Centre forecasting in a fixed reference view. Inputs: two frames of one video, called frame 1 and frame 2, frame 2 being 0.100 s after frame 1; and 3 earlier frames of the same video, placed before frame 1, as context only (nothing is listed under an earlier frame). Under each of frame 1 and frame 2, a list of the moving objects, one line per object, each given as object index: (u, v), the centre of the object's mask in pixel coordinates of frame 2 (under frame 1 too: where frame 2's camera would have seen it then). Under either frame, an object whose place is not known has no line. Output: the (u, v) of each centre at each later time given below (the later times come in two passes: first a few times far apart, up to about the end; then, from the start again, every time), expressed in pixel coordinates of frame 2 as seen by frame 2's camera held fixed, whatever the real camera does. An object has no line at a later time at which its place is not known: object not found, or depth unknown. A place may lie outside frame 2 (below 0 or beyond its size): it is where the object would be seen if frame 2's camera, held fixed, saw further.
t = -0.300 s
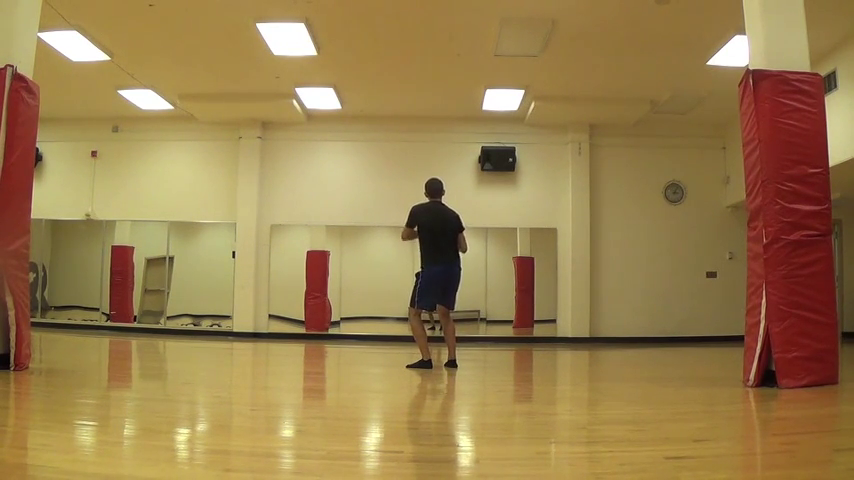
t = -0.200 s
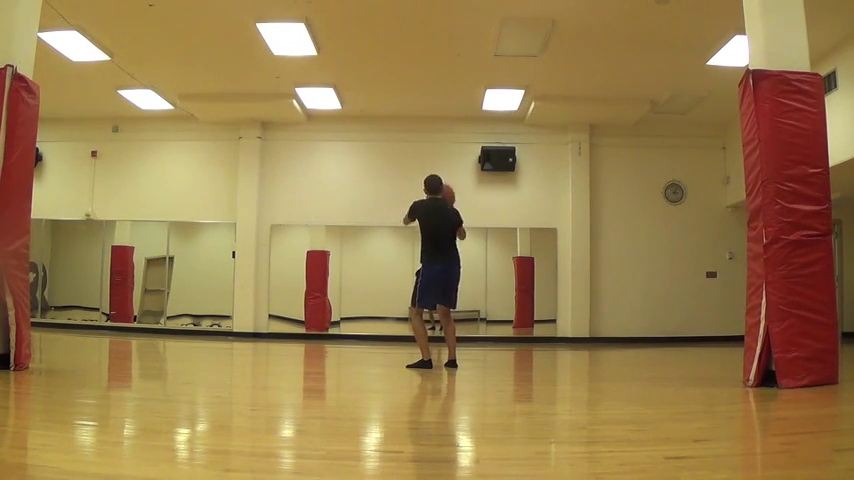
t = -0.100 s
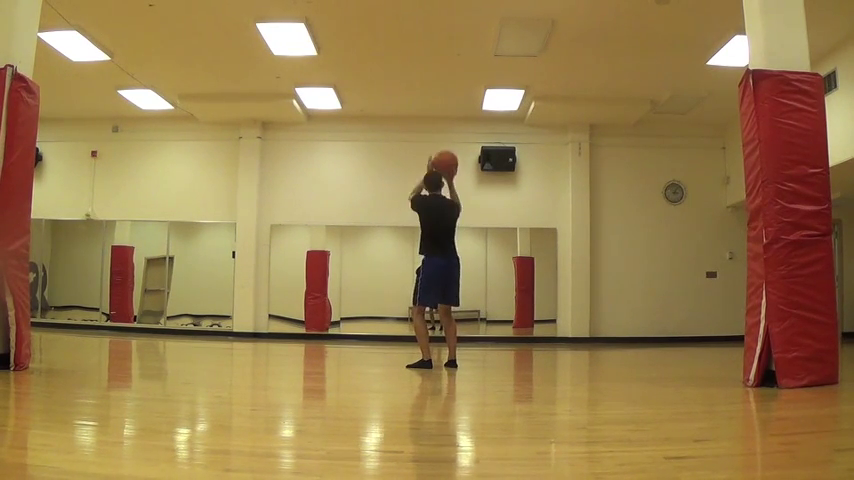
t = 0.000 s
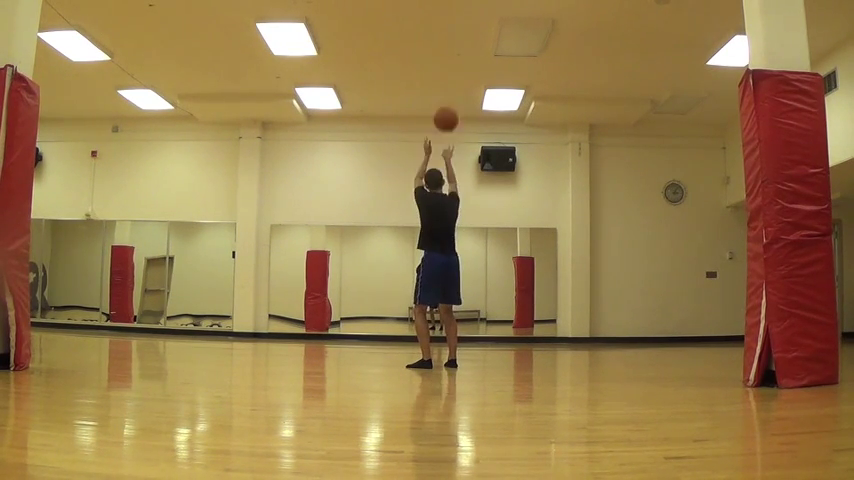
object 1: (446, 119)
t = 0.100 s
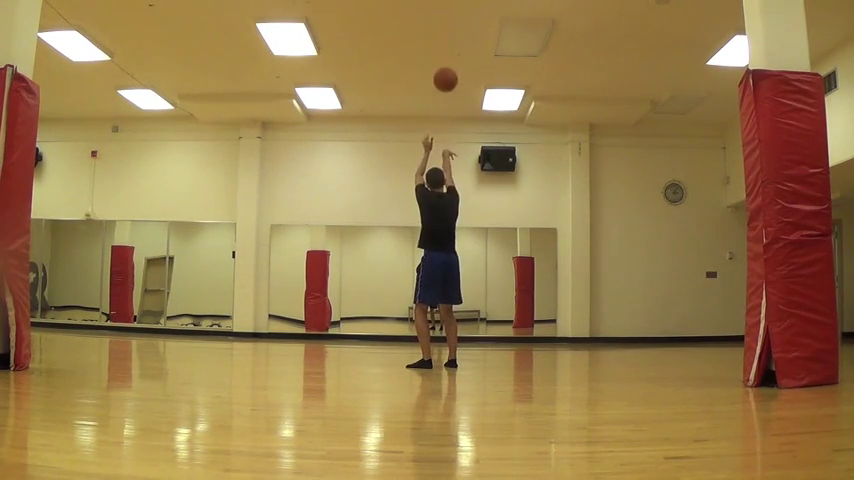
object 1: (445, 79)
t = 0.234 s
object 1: (444, 43)
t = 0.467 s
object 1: (443, 22)
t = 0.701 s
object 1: (440, 48)
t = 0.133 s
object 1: (445, 68)
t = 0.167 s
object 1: (445, 59)
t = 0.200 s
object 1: (445, 50)
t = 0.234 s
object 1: (444, 43)
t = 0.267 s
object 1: (444, 37)
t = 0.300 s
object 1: (444, 32)
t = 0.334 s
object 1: (444, 28)
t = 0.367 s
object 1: (443, 25)
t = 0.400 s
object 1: (443, 23)
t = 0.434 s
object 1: (443, 22)
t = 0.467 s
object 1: (443, 22)
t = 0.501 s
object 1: (442, 23)
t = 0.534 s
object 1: (442, 25)
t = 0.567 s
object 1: (442, 27)
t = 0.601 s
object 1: (441, 31)
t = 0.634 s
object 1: (441, 36)
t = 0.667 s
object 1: (441, 41)
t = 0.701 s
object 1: (440, 48)
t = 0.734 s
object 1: (440, 55)
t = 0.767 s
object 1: (440, 64)
